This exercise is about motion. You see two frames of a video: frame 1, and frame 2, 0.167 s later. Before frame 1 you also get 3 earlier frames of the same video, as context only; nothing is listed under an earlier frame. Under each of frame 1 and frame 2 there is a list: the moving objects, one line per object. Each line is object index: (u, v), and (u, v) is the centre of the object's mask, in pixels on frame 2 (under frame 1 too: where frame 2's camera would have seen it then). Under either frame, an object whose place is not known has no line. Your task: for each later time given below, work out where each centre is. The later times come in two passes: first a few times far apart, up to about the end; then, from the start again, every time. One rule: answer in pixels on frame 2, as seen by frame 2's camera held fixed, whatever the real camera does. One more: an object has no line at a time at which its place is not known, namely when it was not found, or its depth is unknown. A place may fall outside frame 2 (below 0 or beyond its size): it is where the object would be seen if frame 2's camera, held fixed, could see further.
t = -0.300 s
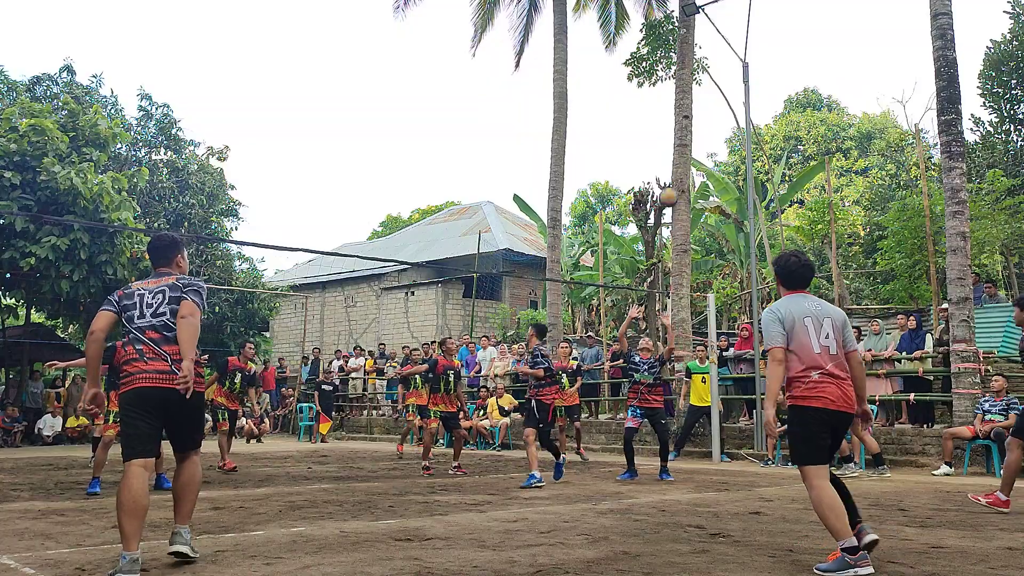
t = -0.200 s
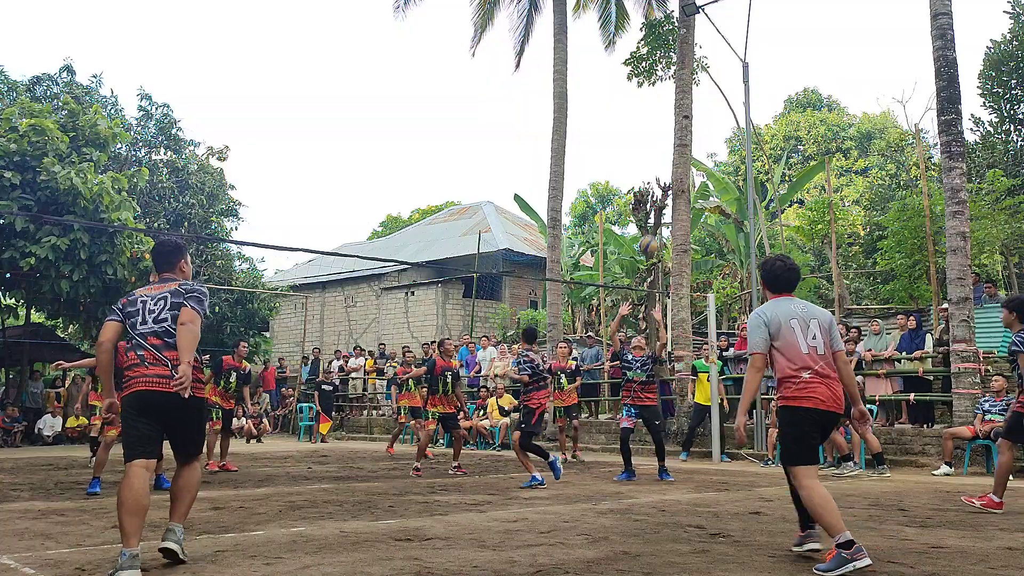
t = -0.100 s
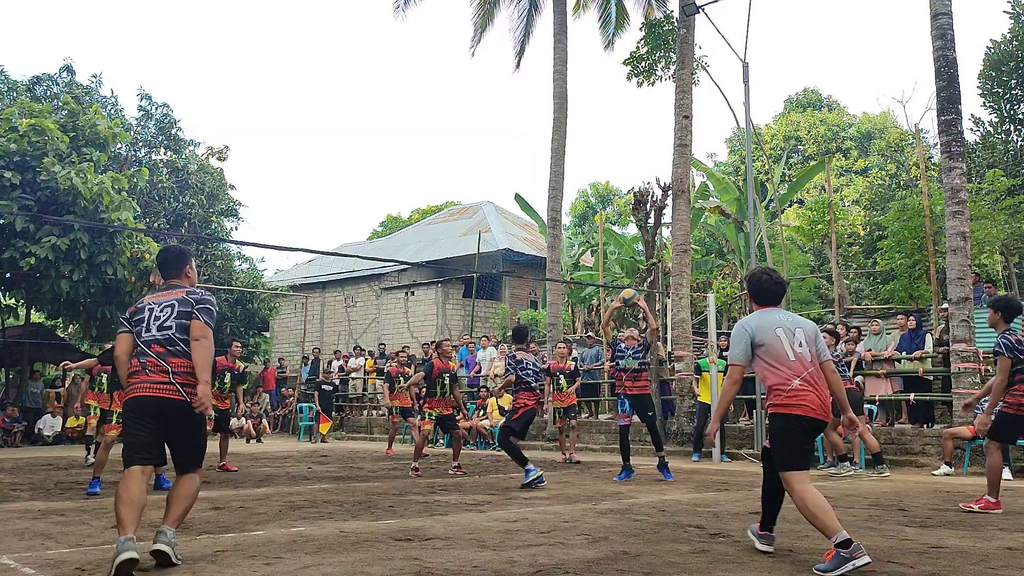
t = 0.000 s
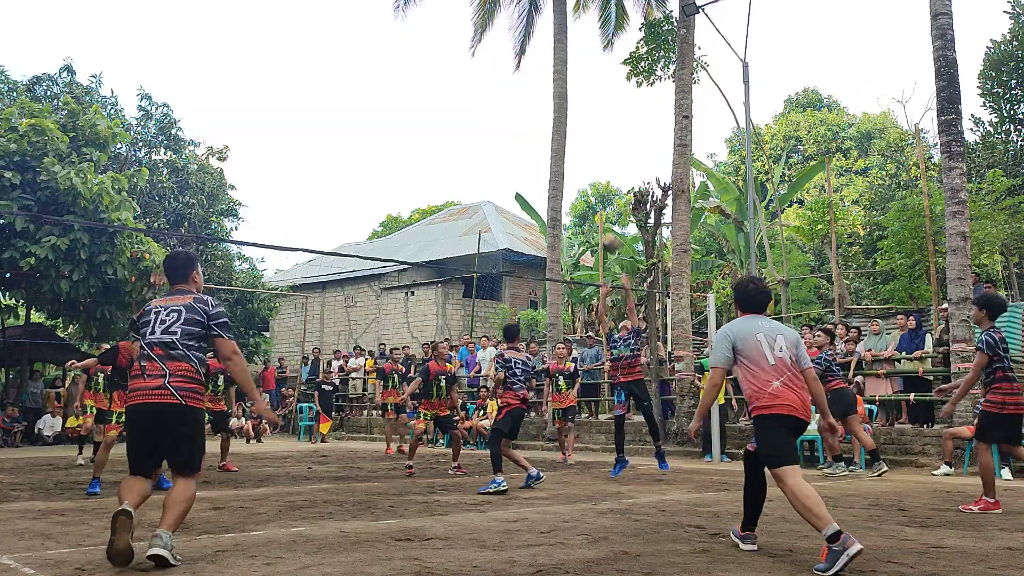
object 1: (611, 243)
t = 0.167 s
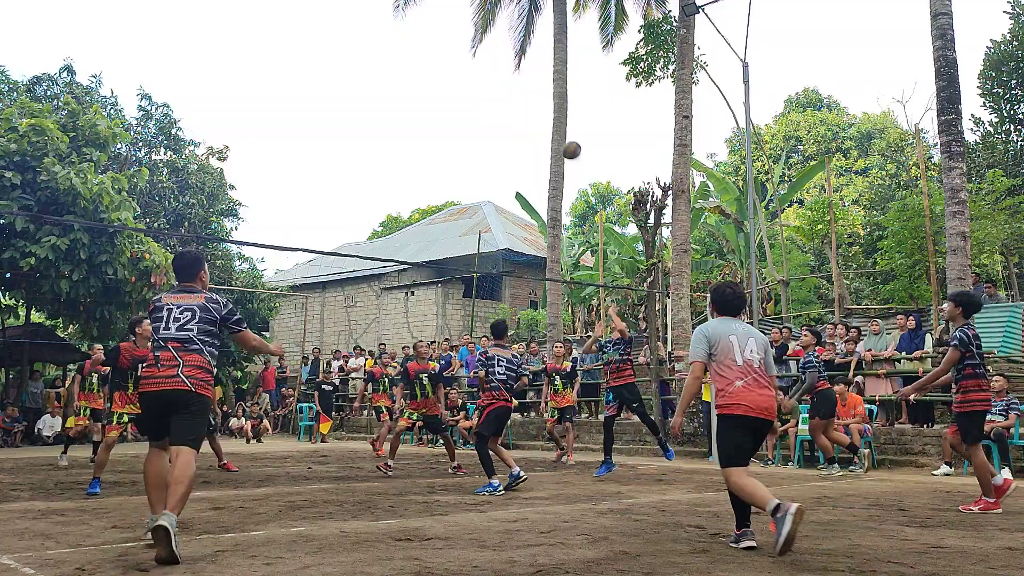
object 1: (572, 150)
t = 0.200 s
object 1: (563, 135)
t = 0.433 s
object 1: (505, 48)
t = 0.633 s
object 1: (450, 10)
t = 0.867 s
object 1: (381, 15)
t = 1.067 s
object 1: (312, 67)
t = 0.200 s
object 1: (563, 135)
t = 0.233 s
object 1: (555, 120)
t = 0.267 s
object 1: (547, 105)
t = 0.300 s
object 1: (539, 92)
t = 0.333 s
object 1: (530, 79)
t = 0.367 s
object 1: (522, 67)
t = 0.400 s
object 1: (514, 57)
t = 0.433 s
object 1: (505, 48)
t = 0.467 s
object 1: (496, 39)
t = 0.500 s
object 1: (487, 32)
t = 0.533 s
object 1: (478, 25)
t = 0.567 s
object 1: (469, 18)
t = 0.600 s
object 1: (460, 14)
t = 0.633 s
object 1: (450, 10)
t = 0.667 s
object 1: (441, 8)
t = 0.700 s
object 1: (431, 8)
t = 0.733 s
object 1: (421, 7)
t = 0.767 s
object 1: (411, 8)
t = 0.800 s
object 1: (401, 9)
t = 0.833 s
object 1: (391, 11)
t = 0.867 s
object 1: (381, 15)
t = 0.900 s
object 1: (369, 20)
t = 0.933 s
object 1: (358, 27)
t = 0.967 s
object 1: (347, 35)
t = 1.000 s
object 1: (335, 44)
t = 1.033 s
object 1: (324, 54)
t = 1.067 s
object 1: (312, 67)
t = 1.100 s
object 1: (299, 80)
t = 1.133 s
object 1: (287, 96)
